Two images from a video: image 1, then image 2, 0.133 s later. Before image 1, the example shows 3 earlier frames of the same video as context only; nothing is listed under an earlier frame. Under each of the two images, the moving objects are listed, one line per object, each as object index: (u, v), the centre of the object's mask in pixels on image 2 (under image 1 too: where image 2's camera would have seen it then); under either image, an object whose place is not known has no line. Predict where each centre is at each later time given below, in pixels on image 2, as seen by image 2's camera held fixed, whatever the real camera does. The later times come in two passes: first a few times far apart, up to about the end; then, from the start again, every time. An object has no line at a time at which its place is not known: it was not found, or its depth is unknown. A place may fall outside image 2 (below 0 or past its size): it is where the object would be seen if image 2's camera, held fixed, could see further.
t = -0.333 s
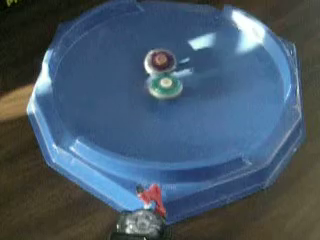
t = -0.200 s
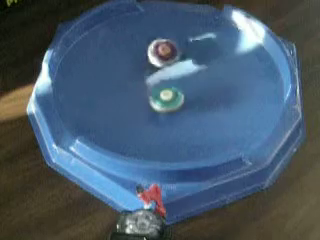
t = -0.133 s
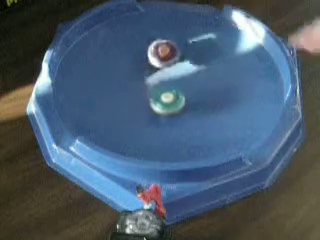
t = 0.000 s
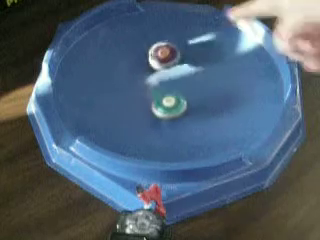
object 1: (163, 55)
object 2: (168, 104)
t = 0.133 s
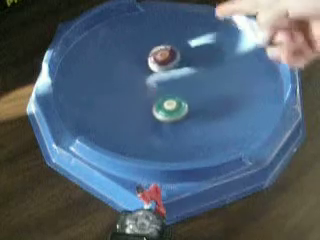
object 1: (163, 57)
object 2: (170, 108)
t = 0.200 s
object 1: (163, 59)
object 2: (170, 109)
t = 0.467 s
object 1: (157, 66)
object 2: (171, 109)
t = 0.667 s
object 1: (149, 69)
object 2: (170, 106)
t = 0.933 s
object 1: (137, 69)
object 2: (169, 97)
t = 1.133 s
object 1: (135, 66)
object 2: (170, 90)
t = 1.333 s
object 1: (135, 65)
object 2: (174, 82)
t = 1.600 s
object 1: (140, 69)
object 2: (181, 77)
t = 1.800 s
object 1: (143, 73)
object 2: (187, 75)
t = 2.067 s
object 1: (141, 81)
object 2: (191, 76)
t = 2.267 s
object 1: (135, 85)
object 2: (190, 79)
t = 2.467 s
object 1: (130, 86)
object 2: (187, 83)
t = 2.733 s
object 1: (128, 84)
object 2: (177, 87)
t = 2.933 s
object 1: (131, 84)
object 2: (167, 88)
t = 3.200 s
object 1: (131, 82)
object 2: (168, 88)
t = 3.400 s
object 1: (132, 84)
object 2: (172, 89)
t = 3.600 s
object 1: (133, 86)
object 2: (176, 91)
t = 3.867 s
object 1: (134, 91)
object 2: (177, 94)
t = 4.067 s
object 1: (134, 93)
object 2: (175, 96)
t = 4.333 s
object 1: (134, 94)
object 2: (172, 98)
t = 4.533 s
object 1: (135, 95)
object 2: (173, 99)
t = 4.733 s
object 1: (137, 96)
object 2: (174, 99)
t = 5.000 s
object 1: (141, 97)
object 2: (178, 100)
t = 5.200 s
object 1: (141, 98)
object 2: (183, 100)
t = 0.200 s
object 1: (163, 59)
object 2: (170, 109)
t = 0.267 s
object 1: (162, 61)
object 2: (170, 111)
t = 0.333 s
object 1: (161, 63)
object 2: (171, 110)
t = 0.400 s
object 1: (159, 64)
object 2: (171, 110)
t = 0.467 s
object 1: (157, 66)
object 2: (171, 109)
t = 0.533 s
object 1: (154, 67)
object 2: (171, 108)
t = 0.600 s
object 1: (152, 68)
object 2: (171, 107)
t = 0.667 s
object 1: (149, 69)
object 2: (170, 106)
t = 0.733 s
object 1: (145, 69)
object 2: (170, 103)
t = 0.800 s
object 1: (142, 70)
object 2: (170, 101)
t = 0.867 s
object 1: (140, 69)
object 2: (169, 99)
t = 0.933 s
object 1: (137, 69)
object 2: (169, 97)
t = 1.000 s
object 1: (136, 66)
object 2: (169, 94)
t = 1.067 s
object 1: (135, 66)
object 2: (169, 92)
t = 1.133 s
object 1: (135, 66)
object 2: (170, 90)
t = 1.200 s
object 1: (134, 65)
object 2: (171, 87)
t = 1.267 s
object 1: (134, 65)
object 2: (172, 84)
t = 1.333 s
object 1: (135, 65)
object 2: (174, 82)
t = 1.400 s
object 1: (136, 66)
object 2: (176, 80)
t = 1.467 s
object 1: (137, 66)
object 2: (177, 78)
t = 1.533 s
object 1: (138, 67)
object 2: (179, 77)
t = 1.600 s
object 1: (140, 69)
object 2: (181, 77)
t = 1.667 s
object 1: (141, 70)
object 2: (183, 75)
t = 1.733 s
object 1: (142, 71)
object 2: (185, 75)
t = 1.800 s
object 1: (143, 73)
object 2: (187, 75)
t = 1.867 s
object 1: (143, 75)
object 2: (188, 75)
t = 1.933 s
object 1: (143, 77)
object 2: (190, 75)
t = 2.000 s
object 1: (142, 79)
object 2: (190, 76)
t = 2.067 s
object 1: (141, 81)
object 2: (191, 76)
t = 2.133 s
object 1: (139, 82)
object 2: (191, 77)
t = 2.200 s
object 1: (138, 83)
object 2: (191, 78)
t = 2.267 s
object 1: (135, 85)
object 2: (190, 79)
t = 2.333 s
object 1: (133, 86)
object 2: (190, 81)
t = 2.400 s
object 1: (131, 86)
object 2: (188, 82)
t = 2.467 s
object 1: (130, 86)
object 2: (187, 83)
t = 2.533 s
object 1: (129, 85)
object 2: (185, 84)
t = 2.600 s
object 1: (128, 85)
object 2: (182, 85)
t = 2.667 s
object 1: (128, 85)
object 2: (179, 87)
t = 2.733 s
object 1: (128, 84)
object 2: (177, 87)
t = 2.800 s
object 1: (129, 84)
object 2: (173, 88)
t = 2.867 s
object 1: (130, 84)
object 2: (170, 88)
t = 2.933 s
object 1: (131, 84)
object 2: (167, 88)
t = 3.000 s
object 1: (129, 83)
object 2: (169, 89)
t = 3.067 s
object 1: (130, 83)
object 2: (167, 89)
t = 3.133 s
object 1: (130, 83)
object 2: (168, 88)
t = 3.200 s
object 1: (131, 82)
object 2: (168, 88)
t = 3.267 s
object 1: (132, 83)
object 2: (168, 88)
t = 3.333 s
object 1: (131, 83)
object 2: (170, 89)
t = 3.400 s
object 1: (132, 84)
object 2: (172, 89)
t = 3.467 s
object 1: (132, 85)
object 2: (173, 89)
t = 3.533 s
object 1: (133, 86)
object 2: (175, 90)
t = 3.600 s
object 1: (133, 86)
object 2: (176, 91)
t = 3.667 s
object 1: (133, 87)
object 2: (176, 91)
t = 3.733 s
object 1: (133, 89)
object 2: (177, 92)
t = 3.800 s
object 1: (133, 90)
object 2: (177, 93)
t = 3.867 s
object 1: (134, 91)
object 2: (177, 94)
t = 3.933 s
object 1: (134, 91)
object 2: (176, 94)
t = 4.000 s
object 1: (134, 91)
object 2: (176, 96)
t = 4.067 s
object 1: (134, 93)
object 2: (175, 96)
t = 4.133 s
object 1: (134, 93)
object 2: (174, 97)
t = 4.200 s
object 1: (135, 94)
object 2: (173, 97)
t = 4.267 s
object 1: (135, 94)
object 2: (172, 98)
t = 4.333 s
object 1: (134, 94)
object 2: (172, 98)
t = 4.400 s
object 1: (134, 94)
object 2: (173, 99)
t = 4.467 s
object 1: (135, 94)
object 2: (173, 99)
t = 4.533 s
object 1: (135, 95)
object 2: (173, 99)
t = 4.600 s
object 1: (136, 95)
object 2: (173, 99)
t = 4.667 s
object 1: (137, 96)
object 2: (173, 99)
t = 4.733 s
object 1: (137, 96)
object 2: (174, 99)
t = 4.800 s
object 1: (138, 95)
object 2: (175, 100)
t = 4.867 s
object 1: (139, 96)
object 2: (176, 100)
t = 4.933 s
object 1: (140, 96)
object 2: (177, 100)
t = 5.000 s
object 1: (141, 97)
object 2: (178, 100)
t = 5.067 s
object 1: (142, 97)
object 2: (178, 100)
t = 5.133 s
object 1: (143, 98)
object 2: (179, 100)
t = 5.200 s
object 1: (141, 98)
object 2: (183, 100)
